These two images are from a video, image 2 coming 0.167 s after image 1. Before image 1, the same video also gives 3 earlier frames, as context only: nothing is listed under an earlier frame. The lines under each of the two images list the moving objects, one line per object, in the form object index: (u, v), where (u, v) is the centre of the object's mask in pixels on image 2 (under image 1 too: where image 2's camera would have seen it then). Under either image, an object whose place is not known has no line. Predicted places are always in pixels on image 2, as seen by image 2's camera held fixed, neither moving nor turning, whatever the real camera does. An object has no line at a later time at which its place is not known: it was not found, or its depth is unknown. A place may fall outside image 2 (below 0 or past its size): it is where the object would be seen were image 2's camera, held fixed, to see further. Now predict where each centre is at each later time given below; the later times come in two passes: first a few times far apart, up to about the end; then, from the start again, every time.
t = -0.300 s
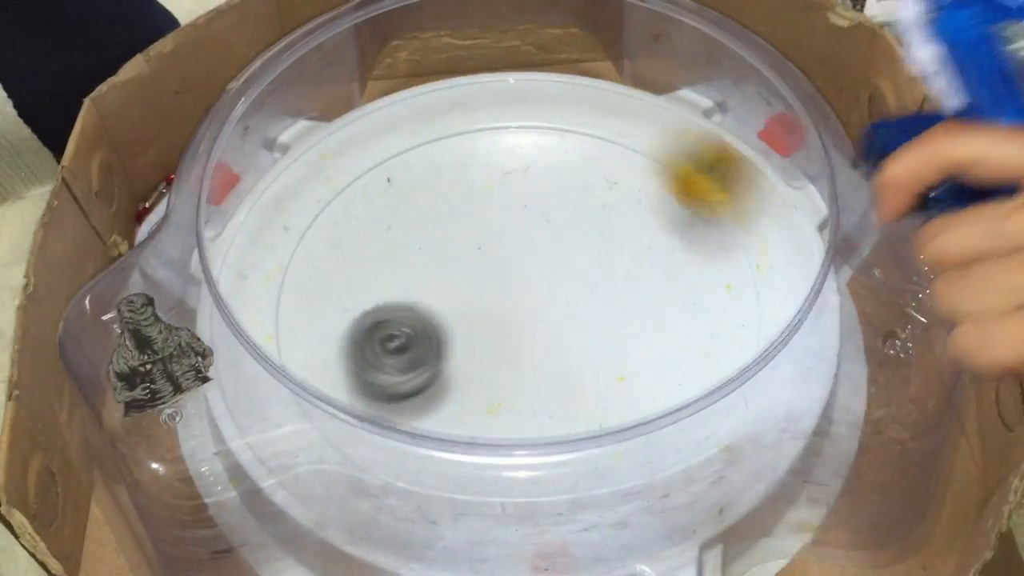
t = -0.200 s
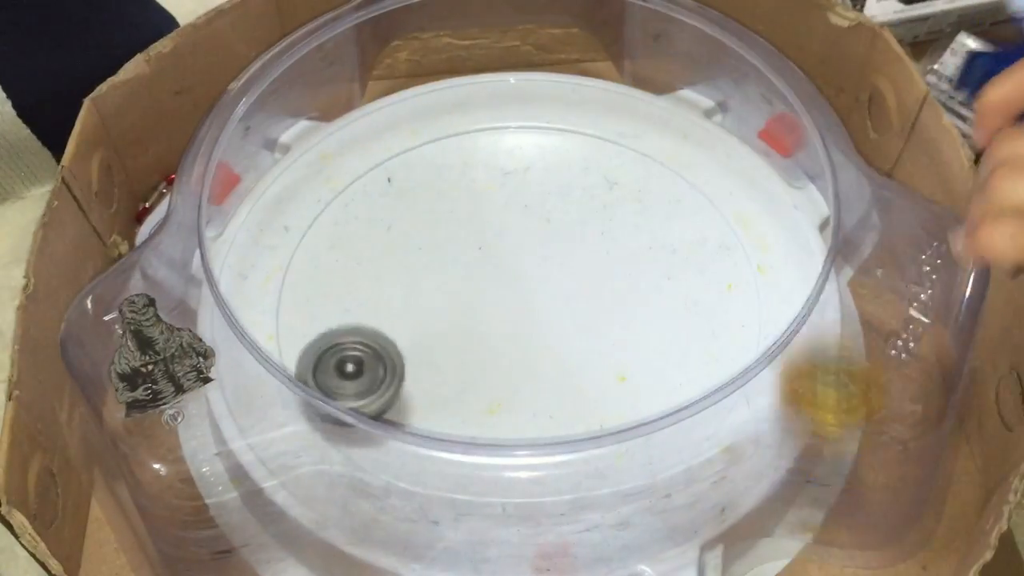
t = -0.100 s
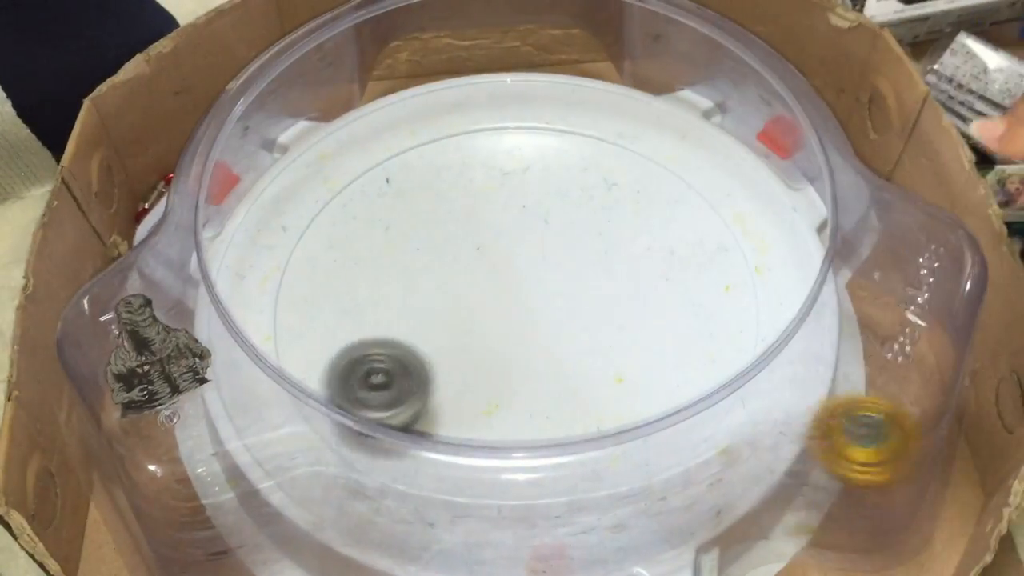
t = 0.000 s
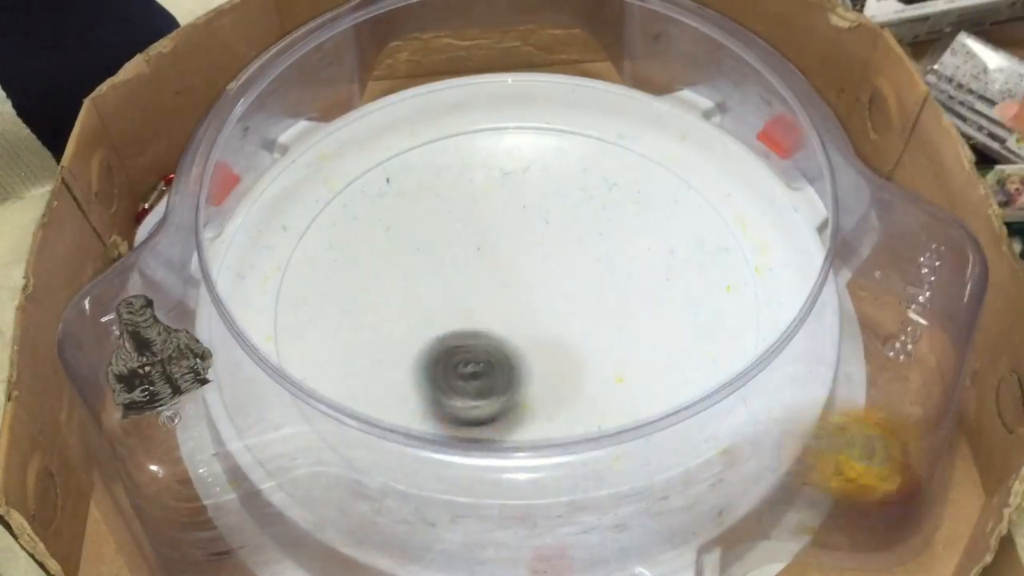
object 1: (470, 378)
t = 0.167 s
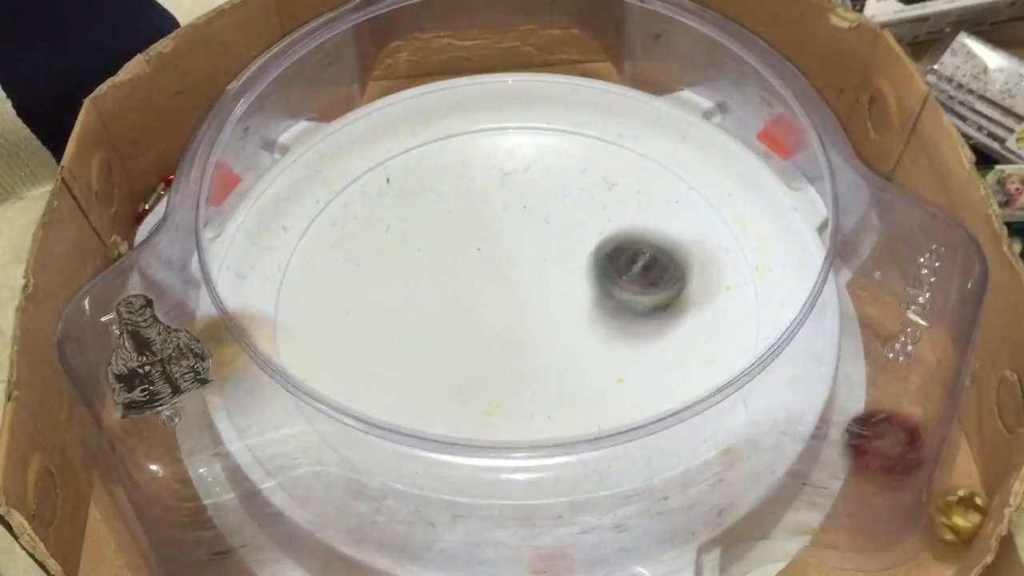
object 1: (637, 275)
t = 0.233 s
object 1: (669, 221)
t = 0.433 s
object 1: (589, 132)
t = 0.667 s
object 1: (341, 222)
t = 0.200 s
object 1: (657, 248)
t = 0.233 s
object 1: (669, 221)
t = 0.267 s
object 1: (674, 193)
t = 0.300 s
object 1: (672, 167)
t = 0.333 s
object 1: (664, 146)
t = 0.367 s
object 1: (644, 135)
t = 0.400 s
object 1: (617, 132)
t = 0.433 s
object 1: (589, 132)
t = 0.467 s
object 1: (554, 136)
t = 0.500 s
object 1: (516, 142)
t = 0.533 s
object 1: (477, 150)
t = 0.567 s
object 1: (438, 160)
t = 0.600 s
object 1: (401, 175)
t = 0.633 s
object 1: (369, 197)
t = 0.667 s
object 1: (341, 222)
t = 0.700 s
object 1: (321, 256)
